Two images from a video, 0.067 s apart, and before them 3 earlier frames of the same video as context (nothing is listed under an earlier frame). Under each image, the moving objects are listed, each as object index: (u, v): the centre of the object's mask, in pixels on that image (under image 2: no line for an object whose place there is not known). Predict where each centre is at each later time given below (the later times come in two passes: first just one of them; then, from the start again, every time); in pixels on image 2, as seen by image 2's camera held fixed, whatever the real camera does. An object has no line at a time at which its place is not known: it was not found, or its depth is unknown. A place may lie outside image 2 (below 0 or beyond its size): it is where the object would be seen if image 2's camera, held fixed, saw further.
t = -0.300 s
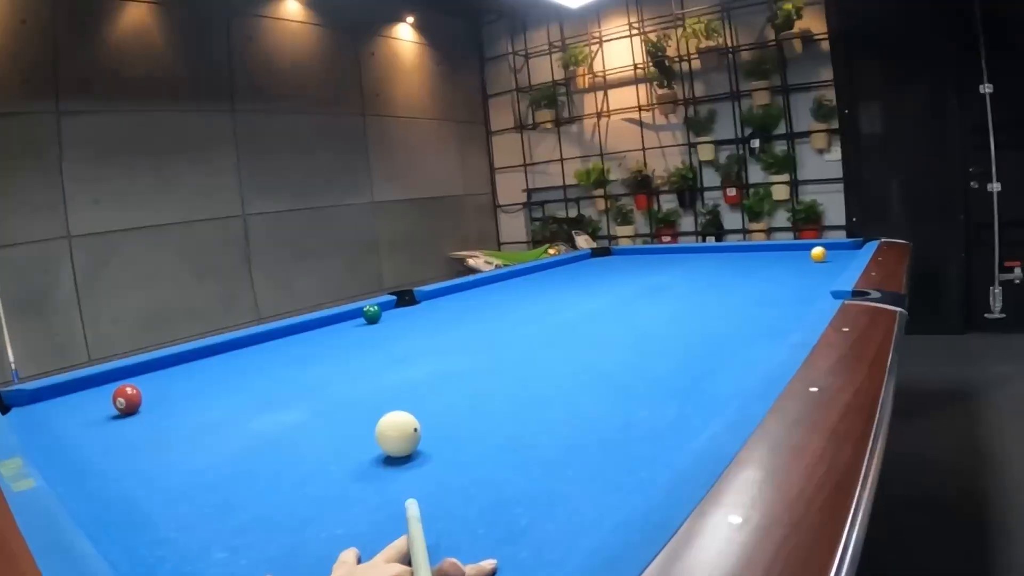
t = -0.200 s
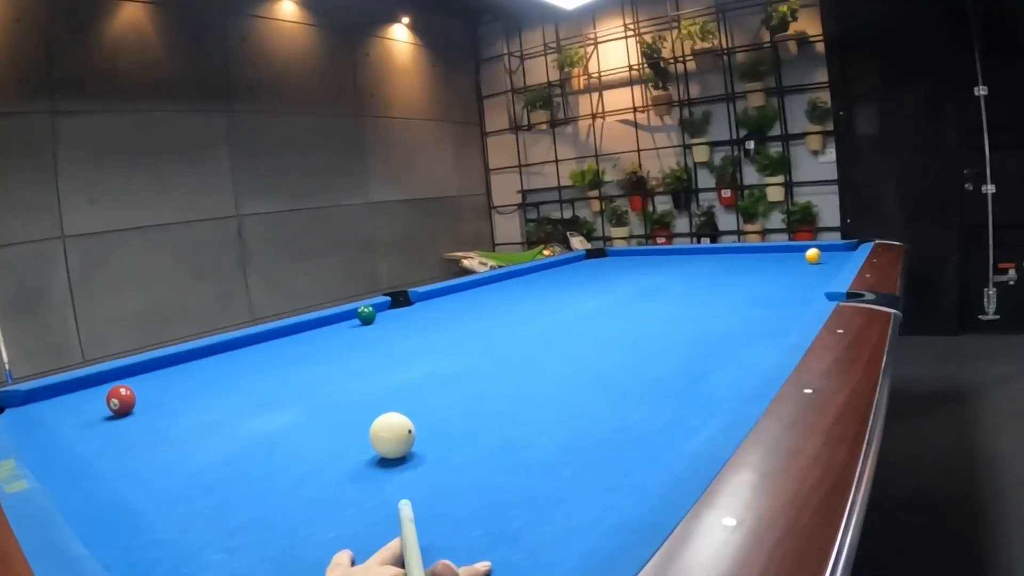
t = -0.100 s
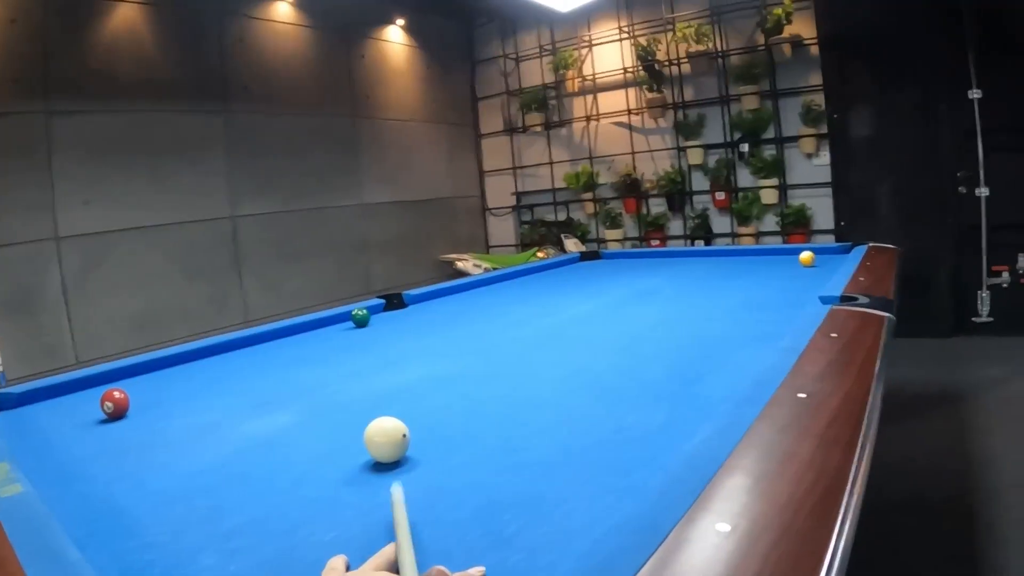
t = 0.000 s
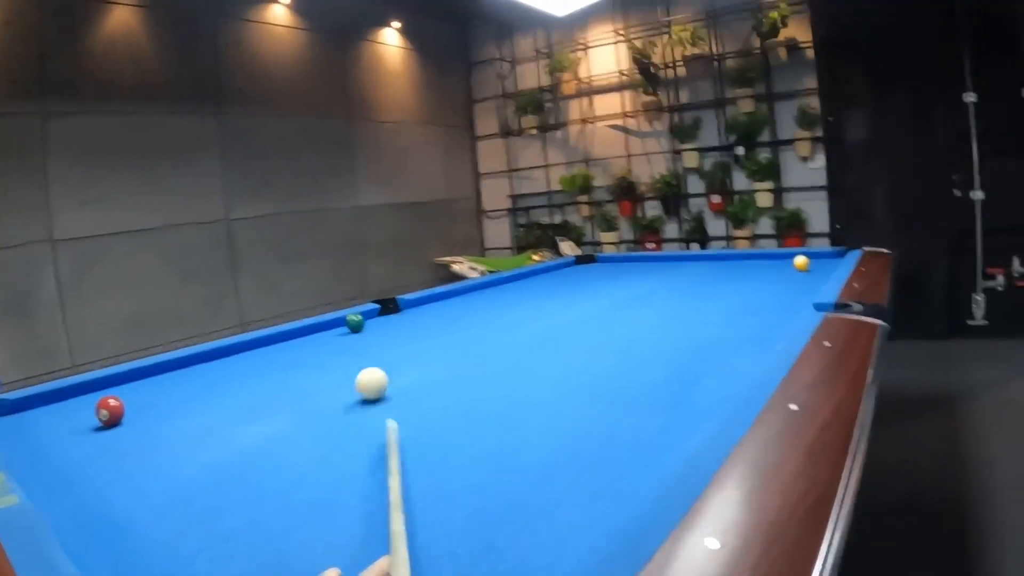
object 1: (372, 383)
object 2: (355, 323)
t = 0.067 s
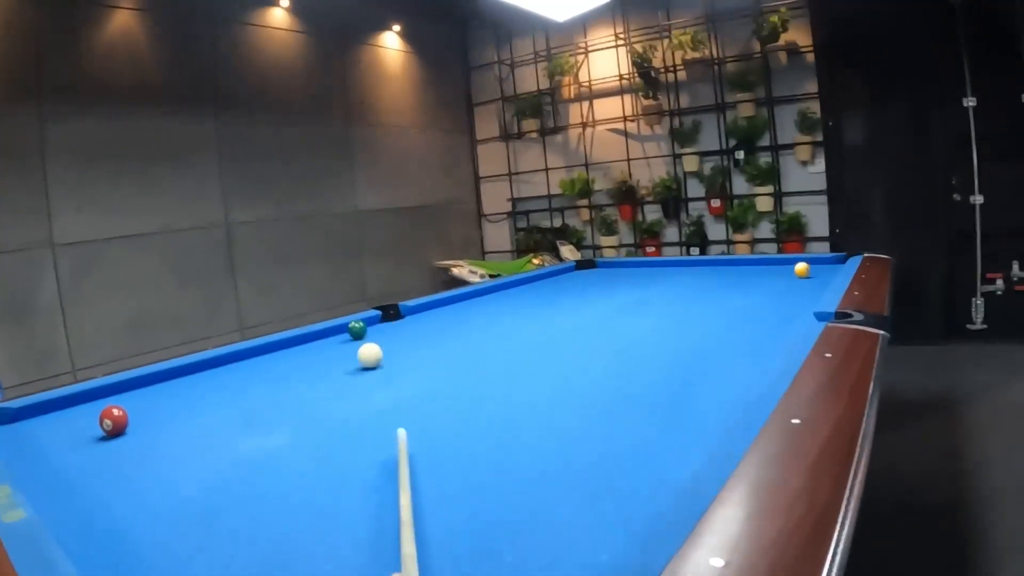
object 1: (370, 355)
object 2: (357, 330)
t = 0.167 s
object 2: (345, 327)
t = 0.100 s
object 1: (368, 343)
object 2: (357, 329)
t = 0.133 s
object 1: (367, 332)
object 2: (353, 329)
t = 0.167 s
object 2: (345, 327)
